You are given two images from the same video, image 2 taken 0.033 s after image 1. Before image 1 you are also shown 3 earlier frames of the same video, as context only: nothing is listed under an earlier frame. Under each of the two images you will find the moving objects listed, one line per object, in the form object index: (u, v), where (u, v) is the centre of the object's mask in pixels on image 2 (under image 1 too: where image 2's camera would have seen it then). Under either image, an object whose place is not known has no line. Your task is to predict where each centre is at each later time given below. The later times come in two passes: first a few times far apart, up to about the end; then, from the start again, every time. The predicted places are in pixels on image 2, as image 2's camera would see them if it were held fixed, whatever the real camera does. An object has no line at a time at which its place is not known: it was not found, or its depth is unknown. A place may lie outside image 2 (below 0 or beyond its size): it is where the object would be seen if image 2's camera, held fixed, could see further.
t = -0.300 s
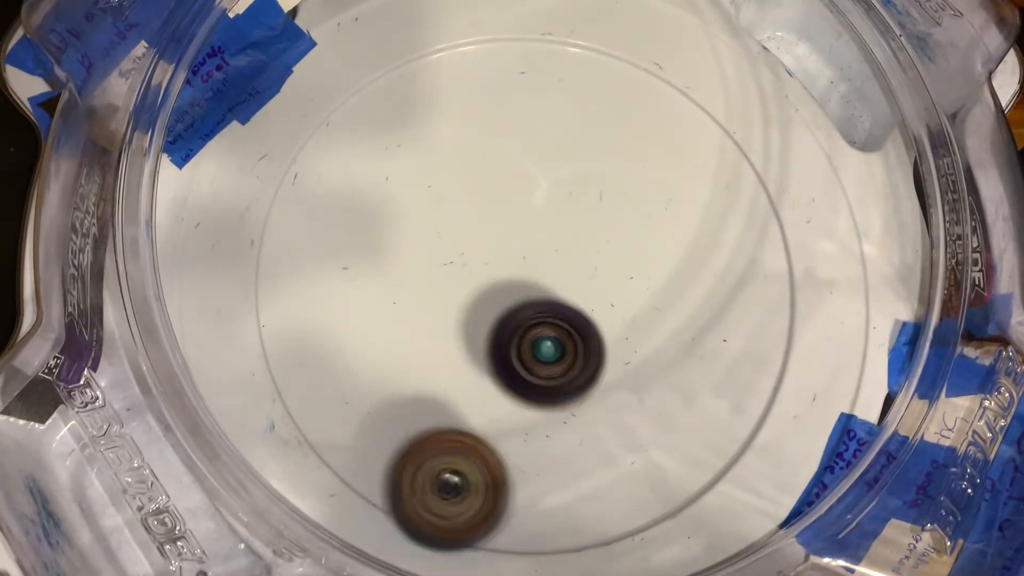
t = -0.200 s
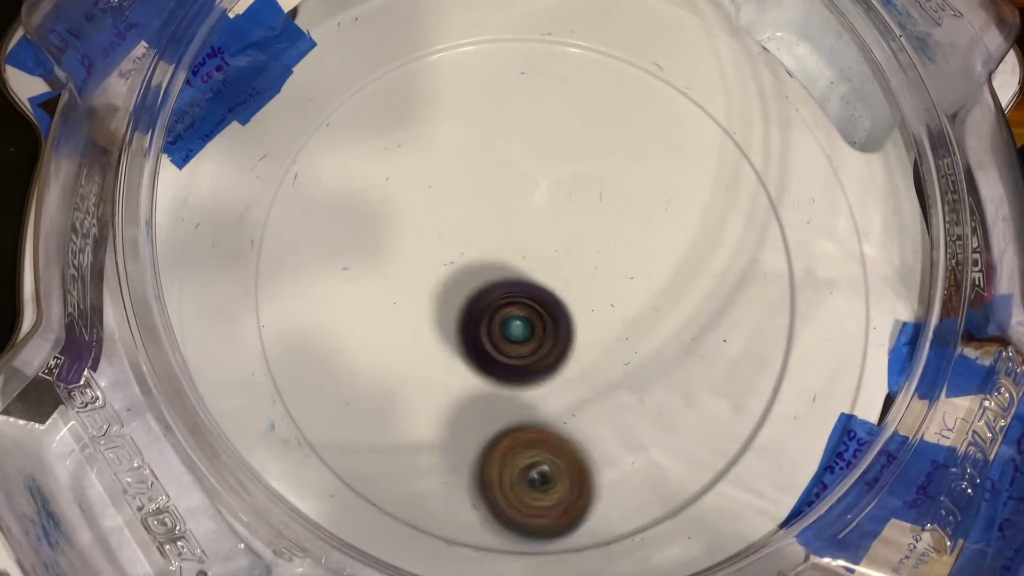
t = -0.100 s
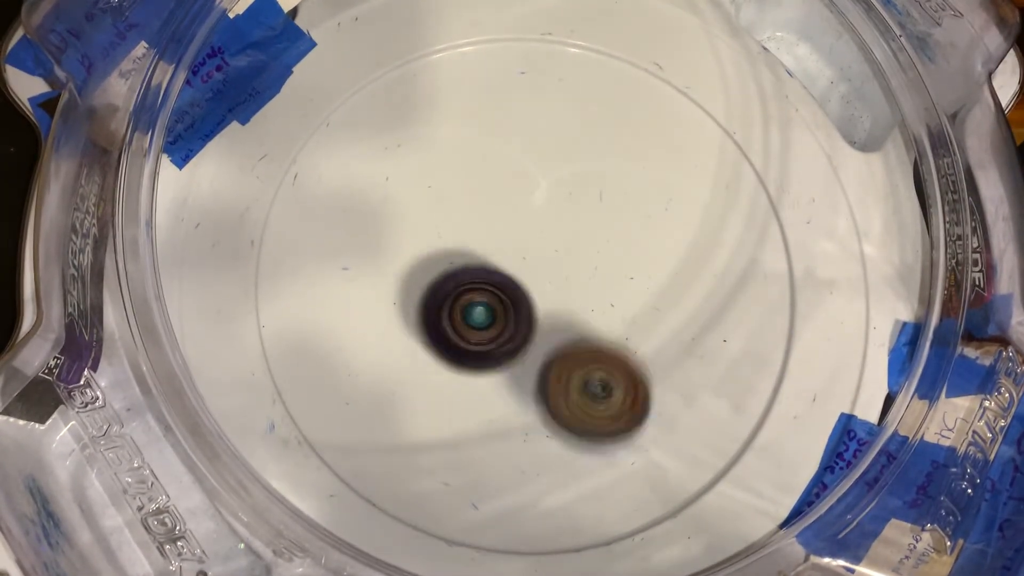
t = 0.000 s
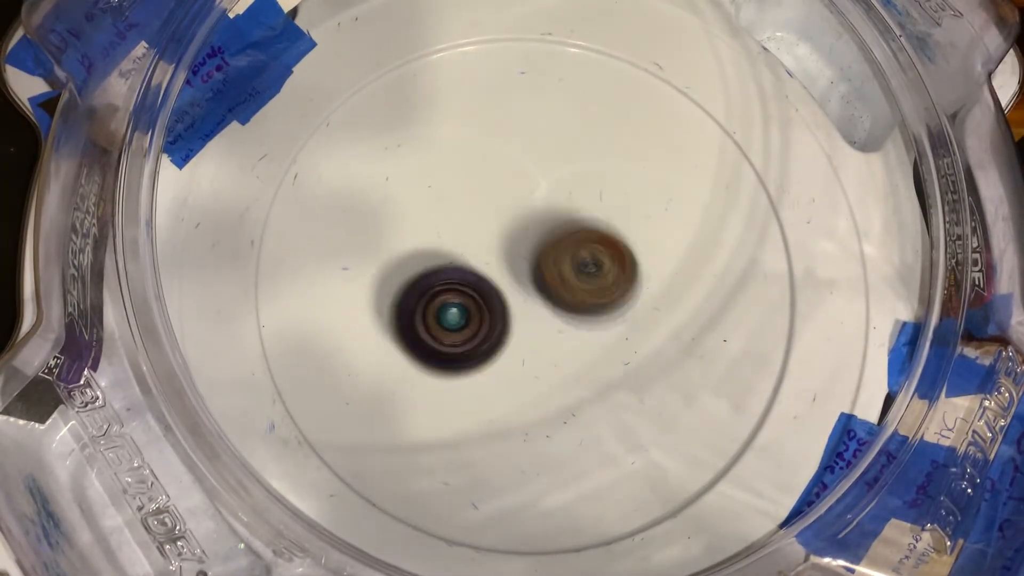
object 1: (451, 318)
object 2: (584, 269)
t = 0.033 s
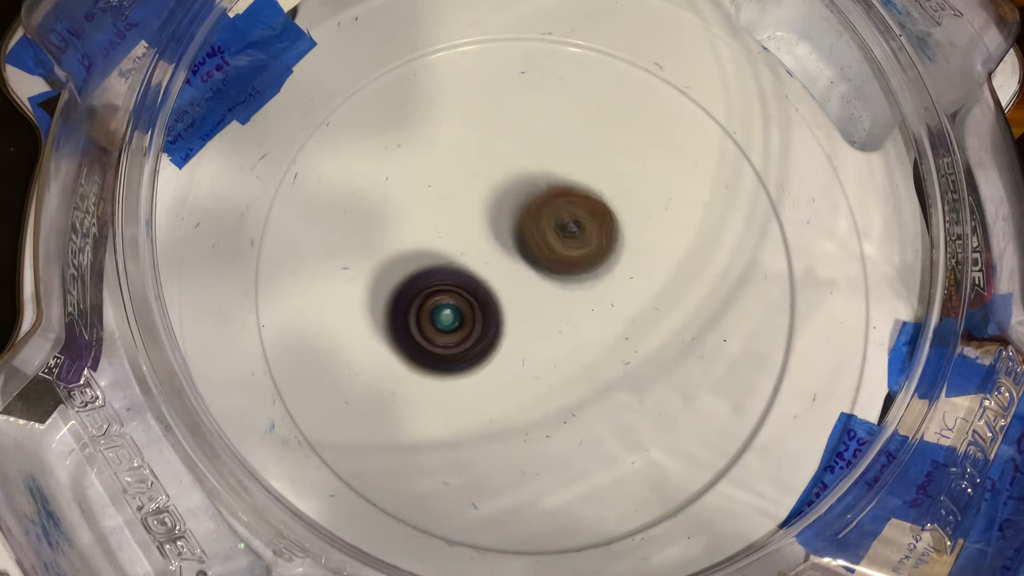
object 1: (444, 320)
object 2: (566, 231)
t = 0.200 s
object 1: (450, 332)
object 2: (391, 124)
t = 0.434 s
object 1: (500, 279)
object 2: (342, 352)
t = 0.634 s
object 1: (490, 215)
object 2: (612, 352)
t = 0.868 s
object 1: (473, 226)
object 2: (646, 69)
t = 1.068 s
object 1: (535, 267)
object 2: (381, 97)
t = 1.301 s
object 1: (607, 251)
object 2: (452, 440)
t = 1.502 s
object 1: (584, 235)
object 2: (737, 415)
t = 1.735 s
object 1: (540, 306)
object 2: (686, 134)
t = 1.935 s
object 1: (566, 368)
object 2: (404, 196)
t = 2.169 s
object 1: (588, 337)
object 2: (408, 476)
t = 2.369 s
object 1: (518, 293)
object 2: (640, 458)
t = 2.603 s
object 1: (435, 309)
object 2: (572, 213)
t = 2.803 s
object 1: (469, 345)
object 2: (334, 212)
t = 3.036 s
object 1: (533, 279)
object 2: (407, 452)
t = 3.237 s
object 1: (529, 212)
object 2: (658, 326)
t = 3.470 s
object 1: (488, 224)
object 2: (605, 67)
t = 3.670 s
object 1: (524, 286)
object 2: (393, 99)
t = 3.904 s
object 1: (600, 309)
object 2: (440, 406)
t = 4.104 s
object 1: (609, 279)
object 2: (699, 476)
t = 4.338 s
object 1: (536, 286)
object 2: (720, 227)
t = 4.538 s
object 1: (489, 334)
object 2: (482, 187)
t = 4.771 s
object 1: (515, 363)
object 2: (327, 387)
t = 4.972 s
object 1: (522, 307)
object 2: (517, 483)
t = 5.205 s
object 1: (480, 254)
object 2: (620, 252)
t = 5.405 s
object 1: (464, 258)
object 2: (486, 107)
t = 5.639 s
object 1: (514, 275)
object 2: (348, 236)
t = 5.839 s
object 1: (563, 258)
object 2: (527, 391)
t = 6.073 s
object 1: (565, 244)
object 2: (743, 295)
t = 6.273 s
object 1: (550, 281)
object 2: (654, 155)
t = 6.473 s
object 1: (561, 324)
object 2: (451, 220)
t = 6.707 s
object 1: (569, 326)
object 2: (394, 440)
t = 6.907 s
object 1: (532, 309)
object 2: (571, 489)
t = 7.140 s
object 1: (482, 310)
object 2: (625, 256)
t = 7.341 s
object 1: (483, 311)
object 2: (508, 115)
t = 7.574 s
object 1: (502, 289)
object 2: (359, 189)
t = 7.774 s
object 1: (527, 261)
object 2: (466, 369)
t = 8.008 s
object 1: (555, 241)
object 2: (677, 390)
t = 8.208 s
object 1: (558, 250)
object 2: (675, 241)
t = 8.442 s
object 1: (457, 264)
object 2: (554, 196)
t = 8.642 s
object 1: (333, 291)
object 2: (574, 286)
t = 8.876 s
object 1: (327, 264)
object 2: (621, 348)
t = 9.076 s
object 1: (393, 261)
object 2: (594, 339)
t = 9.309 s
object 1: (432, 248)
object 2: (558, 353)
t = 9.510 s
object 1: (462, 292)
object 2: (571, 346)
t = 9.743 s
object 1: (429, 269)
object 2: (643, 351)
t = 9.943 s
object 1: (436, 258)
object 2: (611, 299)
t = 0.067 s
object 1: (440, 323)
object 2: (540, 197)
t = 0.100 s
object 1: (439, 326)
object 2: (507, 168)
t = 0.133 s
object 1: (441, 329)
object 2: (472, 145)
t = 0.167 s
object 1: (444, 331)
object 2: (432, 131)
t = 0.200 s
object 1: (450, 332)
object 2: (391, 124)
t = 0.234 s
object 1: (457, 331)
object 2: (346, 127)
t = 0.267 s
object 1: (466, 328)
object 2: (305, 140)
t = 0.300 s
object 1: (474, 321)
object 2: (298, 179)
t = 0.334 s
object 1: (483, 312)
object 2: (302, 234)
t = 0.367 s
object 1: (490, 302)
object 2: (309, 279)
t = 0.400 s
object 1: (496, 291)
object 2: (319, 318)
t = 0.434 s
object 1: (500, 279)
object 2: (342, 352)
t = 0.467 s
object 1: (501, 266)
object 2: (372, 376)
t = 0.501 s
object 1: (502, 252)
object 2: (414, 395)
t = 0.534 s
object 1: (501, 240)
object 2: (463, 401)
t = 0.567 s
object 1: (498, 230)
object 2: (516, 397)
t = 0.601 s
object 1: (494, 221)
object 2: (568, 380)
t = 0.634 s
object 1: (490, 215)
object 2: (612, 352)
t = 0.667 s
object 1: (486, 212)
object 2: (648, 318)
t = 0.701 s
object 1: (482, 209)
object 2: (673, 278)
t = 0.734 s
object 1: (478, 208)
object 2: (689, 235)
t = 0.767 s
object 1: (475, 210)
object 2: (691, 191)
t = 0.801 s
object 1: (472, 213)
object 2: (686, 149)
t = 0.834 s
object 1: (471, 219)
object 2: (670, 108)
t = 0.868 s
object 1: (473, 226)
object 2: (646, 69)
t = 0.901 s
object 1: (478, 235)
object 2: (612, 41)
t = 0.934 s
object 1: (485, 245)
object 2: (565, 40)
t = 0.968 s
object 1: (496, 254)
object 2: (517, 42)
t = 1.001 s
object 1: (508, 259)
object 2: (466, 46)
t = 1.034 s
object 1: (521, 264)
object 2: (421, 65)
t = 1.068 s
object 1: (535, 267)
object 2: (381, 97)
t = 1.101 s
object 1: (548, 269)
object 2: (354, 139)
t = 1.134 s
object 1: (561, 270)
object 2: (336, 191)
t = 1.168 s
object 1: (574, 269)
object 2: (334, 245)
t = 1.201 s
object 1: (585, 266)
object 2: (345, 303)
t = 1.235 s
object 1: (594, 262)
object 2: (368, 353)
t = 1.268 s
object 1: (602, 257)
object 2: (408, 404)
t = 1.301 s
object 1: (607, 251)
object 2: (452, 440)
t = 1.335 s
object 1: (610, 246)
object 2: (503, 467)
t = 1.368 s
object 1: (610, 240)
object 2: (555, 483)
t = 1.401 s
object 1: (607, 235)
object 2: (614, 490)
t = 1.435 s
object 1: (601, 233)
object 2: (670, 488)
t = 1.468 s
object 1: (593, 232)
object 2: (713, 460)
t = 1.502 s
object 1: (584, 235)
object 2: (737, 415)
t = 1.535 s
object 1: (575, 238)
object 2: (755, 370)
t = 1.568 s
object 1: (566, 245)
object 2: (774, 326)
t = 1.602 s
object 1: (558, 255)
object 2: (785, 281)
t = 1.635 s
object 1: (552, 267)
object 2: (779, 235)
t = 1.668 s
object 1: (547, 279)
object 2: (760, 193)
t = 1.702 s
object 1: (543, 293)
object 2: (730, 159)
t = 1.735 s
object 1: (540, 306)
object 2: (686, 134)
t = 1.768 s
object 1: (540, 319)
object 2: (640, 120)
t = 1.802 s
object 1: (542, 331)
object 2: (588, 116)
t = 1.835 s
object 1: (546, 343)
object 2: (537, 122)
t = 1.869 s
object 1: (551, 353)
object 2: (487, 138)
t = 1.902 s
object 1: (559, 362)
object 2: (442, 165)
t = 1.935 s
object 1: (566, 368)
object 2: (404, 196)
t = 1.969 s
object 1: (573, 371)
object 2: (374, 233)
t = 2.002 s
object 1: (580, 371)
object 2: (351, 277)
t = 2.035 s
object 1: (586, 369)
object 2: (338, 322)
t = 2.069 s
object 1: (590, 364)
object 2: (333, 369)
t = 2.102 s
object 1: (592, 356)
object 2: (337, 423)
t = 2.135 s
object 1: (592, 347)
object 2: (356, 464)
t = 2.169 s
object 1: (588, 337)
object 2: (408, 476)
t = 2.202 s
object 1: (581, 327)
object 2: (458, 487)
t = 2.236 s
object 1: (571, 318)
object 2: (504, 493)
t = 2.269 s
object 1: (559, 310)
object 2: (548, 496)
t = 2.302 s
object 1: (546, 302)
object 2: (584, 493)
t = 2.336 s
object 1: (532, 297)
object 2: (615, 480)
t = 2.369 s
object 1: (518, 293)
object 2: (640, 458)
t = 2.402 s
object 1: (503, 289)
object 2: (659, 428)
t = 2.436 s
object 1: (488, 287)
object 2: (669, 394)
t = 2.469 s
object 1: (474, 288)
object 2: (668, 354)
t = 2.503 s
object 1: (462, 291)
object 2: (658, 312)
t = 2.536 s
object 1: (451, 295)
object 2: (638, 274)
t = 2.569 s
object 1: (441, 301)
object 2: (609, 240)
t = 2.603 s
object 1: (435, 309)
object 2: (572, 213)
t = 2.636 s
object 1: (432, 317)
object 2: (532, 191)
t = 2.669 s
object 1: (433, 327)
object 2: (491, 180)
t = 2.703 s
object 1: (437, 334)
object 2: (451, 175)
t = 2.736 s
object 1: (445, 341)
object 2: (407, 179)
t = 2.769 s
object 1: (456, 345)
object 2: (368, 191)
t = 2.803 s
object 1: (469, 345)
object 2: (334, 212)
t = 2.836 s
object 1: (482, 342)
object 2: (307, 240)
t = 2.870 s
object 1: (495, 336)
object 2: (286, 278)
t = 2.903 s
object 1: (506, 327)
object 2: (279, 318)
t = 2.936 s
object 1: (515, 316)
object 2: (289, 360)
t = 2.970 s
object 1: (523, 304)
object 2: (318, 401)
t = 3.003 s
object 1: (529, 292)
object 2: (359, 433)
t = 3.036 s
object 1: (533, 279)
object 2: (407, 452)
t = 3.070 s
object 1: (537, 266)
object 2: (459, 455)
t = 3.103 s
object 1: (537, 253)
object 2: (509, 446)
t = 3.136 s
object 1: (537, 241)
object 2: (560, 427)
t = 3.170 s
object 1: (536, 230)
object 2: (602, 399)
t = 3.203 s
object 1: (533, 220)
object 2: (634, 364)
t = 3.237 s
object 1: (529, 212)
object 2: (658, 326)
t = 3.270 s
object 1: (522, 205)
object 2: (673, 283)
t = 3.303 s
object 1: (515, 201)
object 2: (680, 241)
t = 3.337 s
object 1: (507, 200)
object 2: (679, 201)
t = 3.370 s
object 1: (500, 202)
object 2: (671, 163)
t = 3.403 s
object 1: (494, 207)
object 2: (656, 127)
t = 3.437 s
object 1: (490, 214)
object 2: (632, 94)
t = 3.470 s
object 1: (488, 224)
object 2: (605, 67)
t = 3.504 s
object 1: (489, 235)
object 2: (573, 48)
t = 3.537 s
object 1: (492, 246)
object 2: (537, 41)
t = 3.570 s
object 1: (498, 257)
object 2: (498, 40)
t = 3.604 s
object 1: (506, 267)
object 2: (460, 47)
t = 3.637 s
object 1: (514, 277)
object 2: (423, 69)
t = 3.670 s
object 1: (524, 286)
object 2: (393, 99)
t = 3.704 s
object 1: (535, 293)
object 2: (372, 137)
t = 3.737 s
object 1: (546, 300)
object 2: (359, 182)
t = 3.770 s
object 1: (557, 305)
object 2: (357, 231)
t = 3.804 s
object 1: (569, 308)
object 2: (364, 278)
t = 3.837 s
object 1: (580, 311)
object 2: (381, 324)
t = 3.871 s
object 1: (591, 311)
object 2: (409, 371)
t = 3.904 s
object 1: (600, 309)
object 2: (440, 406)
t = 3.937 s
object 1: (609, 305)
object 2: (478, 436)
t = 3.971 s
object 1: (614, 300)
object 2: (518, 458)
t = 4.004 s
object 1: (616, 294)
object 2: (564, 474)
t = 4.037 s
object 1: (617, 288)
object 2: (610, 483)
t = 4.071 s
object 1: (614, 283)
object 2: (657, 485)
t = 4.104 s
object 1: (609, 279)
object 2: (699, 476)
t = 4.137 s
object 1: (601, 275)
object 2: (722, 440)
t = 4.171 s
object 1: (593, 272)
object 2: (741, 404)
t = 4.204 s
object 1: (582, 272)
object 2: (757, 369)
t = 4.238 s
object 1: (570, 272)
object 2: (766, 331)
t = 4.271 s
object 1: (558, 275)
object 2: (762, 293)
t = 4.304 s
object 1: (547, 280)
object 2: (746, 257)
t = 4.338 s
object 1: (536, 286)
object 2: (720, 227)
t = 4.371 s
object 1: (525, 293)
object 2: (687, 202)
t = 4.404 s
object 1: (515, 300)
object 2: (647, 184)
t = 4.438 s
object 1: (506, 308)
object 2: (606, 175)
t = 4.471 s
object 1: (499, 316)
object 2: (563, 172)
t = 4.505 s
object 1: (493, 325)
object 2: (523, 176)
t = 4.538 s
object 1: (489, 334)
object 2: (482, 187)
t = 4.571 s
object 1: (487, 343)
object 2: (445, 203)
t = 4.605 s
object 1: (488, 352)
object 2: (411, 225)
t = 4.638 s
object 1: (491, 359)
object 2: (381, 250)
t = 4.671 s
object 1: (496, 364)
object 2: (358, 279)
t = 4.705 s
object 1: (502, 366)
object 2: (341, 313)
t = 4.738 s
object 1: (509, 366)
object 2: (330, 349)
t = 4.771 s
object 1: (515, 363)
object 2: (327, 387)
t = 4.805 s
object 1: (520, 357)
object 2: (334, 423)
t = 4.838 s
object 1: (524, 349)
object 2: (354, 456)
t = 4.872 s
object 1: (526, 340)
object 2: (396, 473)
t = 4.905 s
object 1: (527, 329)
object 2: (436, 485)
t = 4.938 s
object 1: (526, 318)
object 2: (476, 490)
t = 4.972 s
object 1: (522, 307)
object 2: (517, 483)
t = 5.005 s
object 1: (518, 296)
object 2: (551, 464)
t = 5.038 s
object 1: (513, 286)
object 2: (582, 437)
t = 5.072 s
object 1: (507, 277)
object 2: (606, 403)
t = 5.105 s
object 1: (500, 270)
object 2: (622, 366)
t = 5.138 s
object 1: (494, 263)
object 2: (628, 327)
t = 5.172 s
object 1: (487, 257)
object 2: (627, 289)
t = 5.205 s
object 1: (480, 254)
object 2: (620, 252)
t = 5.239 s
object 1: (475, 252)
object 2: (608, 217)
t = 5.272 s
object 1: (470, 251)
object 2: (591, 186)
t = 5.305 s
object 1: (467, 251)
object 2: (570, 159)
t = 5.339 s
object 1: (464, 252)
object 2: (544, 136)
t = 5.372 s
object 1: (463, 255)
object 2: (516, 118)
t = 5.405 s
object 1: (464, 258)
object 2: (486, 107)
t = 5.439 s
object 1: (468, 262)
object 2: (455, 102)
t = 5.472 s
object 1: (473, 266)
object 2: (424, 106)
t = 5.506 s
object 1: (480, 270)
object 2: (394, 117)
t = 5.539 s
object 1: (487, 272)
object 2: (370, 137)
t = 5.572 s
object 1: (495, 274)
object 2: (353, 165)
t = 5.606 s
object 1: (504, 275)
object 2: (346, 198)
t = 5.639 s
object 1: (514, 275)
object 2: (348, 236)
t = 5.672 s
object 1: (524, 274)
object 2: (361, 273)
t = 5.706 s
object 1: (533, 272)
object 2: (383, 308)
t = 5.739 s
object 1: (541, 268)
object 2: (412, 339)
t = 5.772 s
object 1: (549, 265)
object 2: (448, 363)
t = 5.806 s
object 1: (557, 262)
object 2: (487, 380)
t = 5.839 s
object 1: (563, 258)
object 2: (527, 391)
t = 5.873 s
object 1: (567, 255)
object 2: (567, 394)
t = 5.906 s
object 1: (569, 251)
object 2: (607, 392)
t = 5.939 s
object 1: (571, 248)
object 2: (644, 383)
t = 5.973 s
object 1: (572, 245)
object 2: (676, 368)
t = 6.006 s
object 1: (571, 244)
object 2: (705, 348)
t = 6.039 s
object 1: (568, 243)
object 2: (727, 323)
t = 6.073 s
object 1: (565, 244)
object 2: (743, 295)
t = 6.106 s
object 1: (561, 246)
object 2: (750, 266)
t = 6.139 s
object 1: (557, 251)
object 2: (748, 236)
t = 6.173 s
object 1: (554, 257)
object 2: (736, 208)
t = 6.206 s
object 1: (552, 264)
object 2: (716, 185)
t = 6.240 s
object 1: (551, 272)
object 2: (688, 167)
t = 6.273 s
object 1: (550, 281)
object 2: (654, 155)
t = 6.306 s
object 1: (550, 290)
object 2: (617, 151)
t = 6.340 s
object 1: (551, 298)
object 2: (581, 154)
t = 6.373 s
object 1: (552, 306)
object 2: (543, 163)
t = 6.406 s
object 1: (554, 314)
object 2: (510, 178)
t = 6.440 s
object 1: (558, 320)
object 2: (479, 197)
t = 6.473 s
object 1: (561, 324)
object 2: (451, 220)
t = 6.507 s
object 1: (564, 328)
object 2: (428, 247)
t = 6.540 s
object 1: (566, 331)
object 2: (408, 276)
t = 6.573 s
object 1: (568, 332)
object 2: (392, 306)
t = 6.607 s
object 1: (570, 333)
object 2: (381, 339)
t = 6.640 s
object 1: (571, 331)
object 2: (379, 373)
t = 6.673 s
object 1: (571, 330)
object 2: (383, 407)
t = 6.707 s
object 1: (569, 326)
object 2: (394, 440)
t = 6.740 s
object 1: (566, 323)
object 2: (411, 470)
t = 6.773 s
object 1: (560, 319)
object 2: (436, 494)
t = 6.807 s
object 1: (554, 316)
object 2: (466, 509)
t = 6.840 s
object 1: (548, 313)
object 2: (502, 514)
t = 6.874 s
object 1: (540, 311)
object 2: (538, 507)
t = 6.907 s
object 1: (532, 309)
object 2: (571, 489)
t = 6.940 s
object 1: (524, 308)
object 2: (596, 462)
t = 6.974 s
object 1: (514, 306)
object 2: (615, 432)
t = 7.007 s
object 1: (506, 306)
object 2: (631, 400)
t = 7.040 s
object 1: (500, 307)
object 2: (638, 364)
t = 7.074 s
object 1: (494, 307)
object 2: (640, 327)
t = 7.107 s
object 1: (488, 308)
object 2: (635, 290)
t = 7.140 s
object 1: (482, 310)
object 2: (625, 256)
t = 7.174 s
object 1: (479, 311)
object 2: (611, 225)
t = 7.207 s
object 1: (477, 311)
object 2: (595, 197)
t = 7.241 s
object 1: (476, 312)
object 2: (576, 172)
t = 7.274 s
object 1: (479, 312)
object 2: (557, 150)
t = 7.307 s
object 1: (481, 312)
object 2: (533, 131)
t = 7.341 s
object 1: (483, 311)
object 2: (508, 115)
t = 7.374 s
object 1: (484, 308)
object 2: (481, 105)
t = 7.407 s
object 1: (486, 307)
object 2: (452, 101)
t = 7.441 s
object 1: (489, 303)
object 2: (424, 105)
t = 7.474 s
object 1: (492, 300)
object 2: (398, 116)
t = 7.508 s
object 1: (495, 297)
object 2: (379, 135)
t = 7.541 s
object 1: (499, 293)
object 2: (365, 158)
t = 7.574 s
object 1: (502, 289)
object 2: (359, 189)
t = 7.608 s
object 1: (507, 284)
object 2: (360, 224)
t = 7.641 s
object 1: (509, 278)
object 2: (370, 257)
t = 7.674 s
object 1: (513, 274)
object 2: (389, 290)
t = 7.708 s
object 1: (516, 269)
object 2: (415, 320)
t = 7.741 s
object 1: (521, 265)
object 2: (440, 344)
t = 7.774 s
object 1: (527, 261)
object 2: (466, 369)
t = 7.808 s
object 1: (532, 258)
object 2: (495, 388)
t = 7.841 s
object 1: (537, 254)
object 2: (525, 404)
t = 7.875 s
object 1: (542, 251)
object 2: (558, 415)
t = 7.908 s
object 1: (547, 249)
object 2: (591, 419)
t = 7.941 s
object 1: (551, 253)
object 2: (626, 417)
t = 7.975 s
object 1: (554, 243)
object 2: (652, 406)
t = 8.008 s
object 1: (555, 241)
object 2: (677, 390)
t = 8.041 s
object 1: (557, 241)
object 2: (695, 372)
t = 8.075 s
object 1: (559, 240)
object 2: (709, 347)
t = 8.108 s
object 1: (558, 241)
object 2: (714, 319)
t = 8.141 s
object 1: (558, 244)
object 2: (707, 289)
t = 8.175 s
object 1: (558, 247)
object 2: (694, 263)
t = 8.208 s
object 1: (558, 250)
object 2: (675, 241)
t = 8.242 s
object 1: (536, 251)
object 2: (671, 224)
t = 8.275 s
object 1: (514, 251)
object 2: (662, 205)
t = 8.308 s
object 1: (498, 254)
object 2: (648, 191)
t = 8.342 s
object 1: (486, 256)
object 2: (628, 183)
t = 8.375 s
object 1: (476, 259)
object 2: (604, 182)
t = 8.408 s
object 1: (466, 262)
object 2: (578, 185)
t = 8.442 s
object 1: (457, 264)
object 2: (554, 196)
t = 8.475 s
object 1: (429, 269)
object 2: (544, 210)
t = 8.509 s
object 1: (398, 277)
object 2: (547, 223)
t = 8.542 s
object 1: (369, 285)
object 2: (552, 238)
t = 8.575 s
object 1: (349, 290)
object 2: (559, 254)
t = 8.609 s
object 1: (339, 291)
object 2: (565, 269)
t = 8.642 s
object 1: (333, 291)
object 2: (574, 286)
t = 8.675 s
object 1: (328, 291)
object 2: (583, 299)
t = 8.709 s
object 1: (325, 289)
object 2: (591, 311)
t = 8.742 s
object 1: (322, 286)
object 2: (600, 322)
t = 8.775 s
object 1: (321, 283)
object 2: (608, 332)
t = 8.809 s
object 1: (320, 277)
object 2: (616, 341)
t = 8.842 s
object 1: (321, 270)
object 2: (620, 344)
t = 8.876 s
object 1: (327, 264)
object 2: (621, 348)
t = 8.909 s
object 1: (334, 259)
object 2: (623, 349)
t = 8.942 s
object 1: (342, 257)
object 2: (619, 349)
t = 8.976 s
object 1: (354, 255)
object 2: (617, 350)
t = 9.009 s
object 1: (367, 255)
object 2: (612, 347)
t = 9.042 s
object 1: (380, 258)
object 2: (604, 345)
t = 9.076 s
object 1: (393, 261)
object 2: (594, 339)
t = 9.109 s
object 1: (406, 264)
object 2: (580, 334)
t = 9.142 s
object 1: (419, 269)
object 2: (568, 330)
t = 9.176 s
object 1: (431, 276)
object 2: (553, 326)
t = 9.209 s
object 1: (437, 273)
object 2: (545, 329)
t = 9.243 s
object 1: (430, 261)
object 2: (549, 340)
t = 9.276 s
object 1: (428, 250)
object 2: (553, 348)
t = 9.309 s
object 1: (432, 248)
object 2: (558, 353)
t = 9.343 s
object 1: (439, 251)
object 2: (564, 359)
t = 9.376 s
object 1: (445, 261)
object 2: (568, 358)
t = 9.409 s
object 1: (450, 270)
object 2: (569, 360)
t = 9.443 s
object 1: (454, 277)
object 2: (571, 357)
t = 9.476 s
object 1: (458, 285)
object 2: (572, 354)
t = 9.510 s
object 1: (462, 292)
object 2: (571, 346)
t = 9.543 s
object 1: (459, 294)
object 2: (574, 349)
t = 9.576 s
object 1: (448, 281)
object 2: (587, 356)
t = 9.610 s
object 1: (441, 272)
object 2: (605, 361)
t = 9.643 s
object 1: (439, 269)
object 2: (617, 363)
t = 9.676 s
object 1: (438, 270)
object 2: (630, 361)
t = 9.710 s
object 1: (434, 270)
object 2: (638, 358)
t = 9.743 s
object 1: (429, 269)
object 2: (643, 351)
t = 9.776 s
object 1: (425, 264)
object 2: (646, 346)
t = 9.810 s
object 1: (424, 262)
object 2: (643, 334)
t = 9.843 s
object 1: (424, 259)
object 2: (641, 327)
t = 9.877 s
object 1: (428, 259)
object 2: (629, 316)
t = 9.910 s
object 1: (430, 259)
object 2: (623, 306)
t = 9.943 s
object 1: (436, 258)
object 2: (611, 299)
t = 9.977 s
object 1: (444, 260)
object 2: (593, 285)
